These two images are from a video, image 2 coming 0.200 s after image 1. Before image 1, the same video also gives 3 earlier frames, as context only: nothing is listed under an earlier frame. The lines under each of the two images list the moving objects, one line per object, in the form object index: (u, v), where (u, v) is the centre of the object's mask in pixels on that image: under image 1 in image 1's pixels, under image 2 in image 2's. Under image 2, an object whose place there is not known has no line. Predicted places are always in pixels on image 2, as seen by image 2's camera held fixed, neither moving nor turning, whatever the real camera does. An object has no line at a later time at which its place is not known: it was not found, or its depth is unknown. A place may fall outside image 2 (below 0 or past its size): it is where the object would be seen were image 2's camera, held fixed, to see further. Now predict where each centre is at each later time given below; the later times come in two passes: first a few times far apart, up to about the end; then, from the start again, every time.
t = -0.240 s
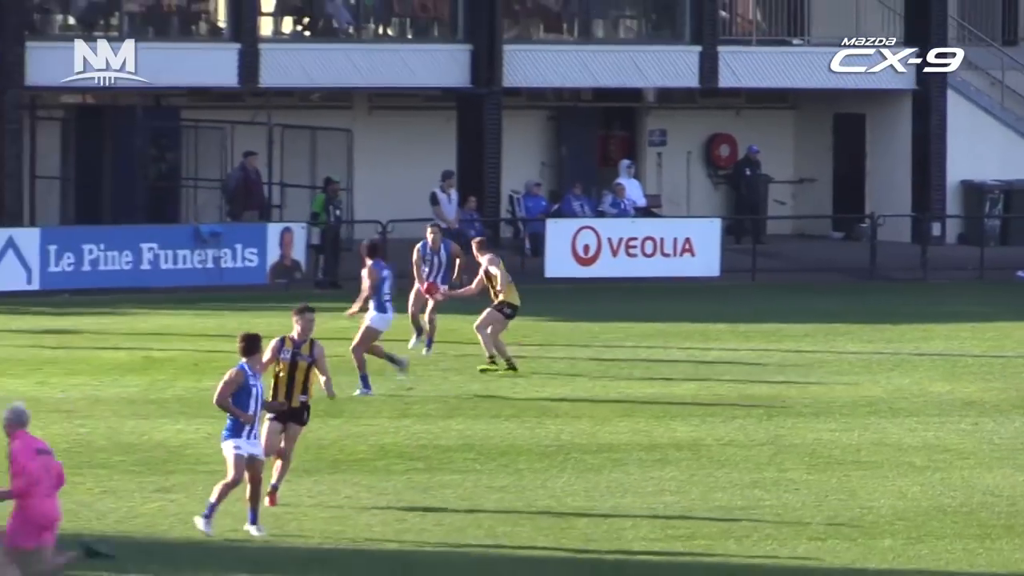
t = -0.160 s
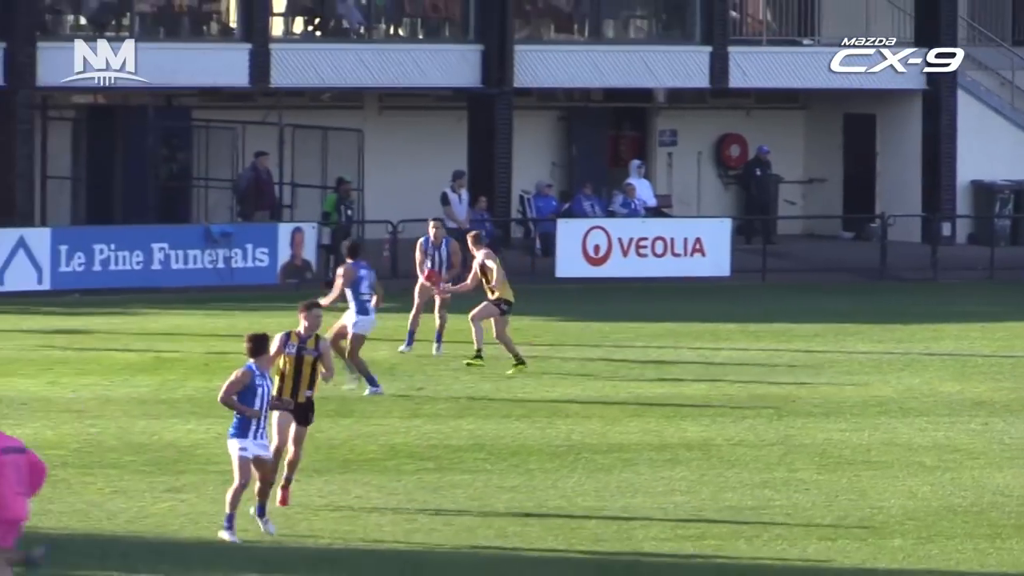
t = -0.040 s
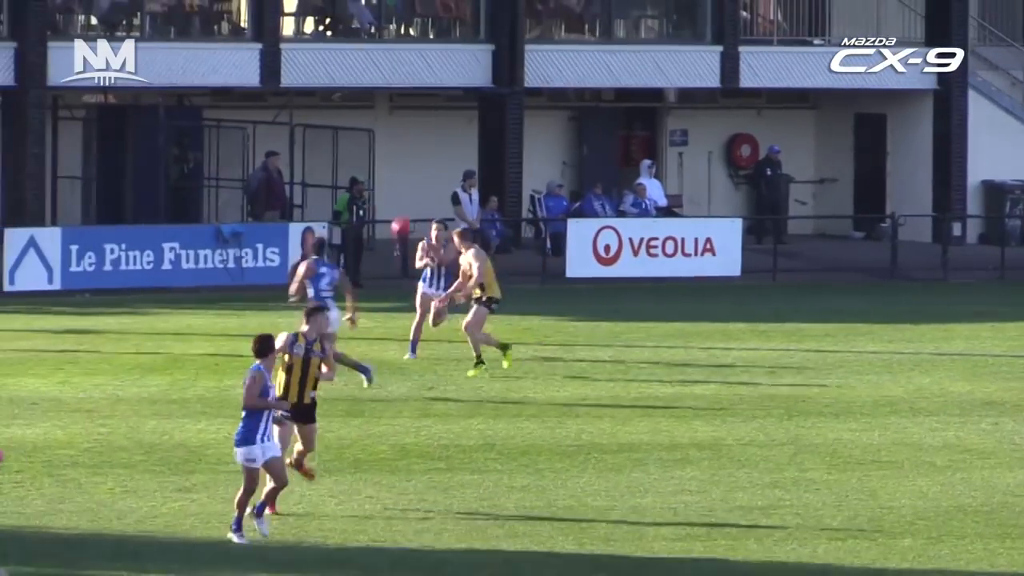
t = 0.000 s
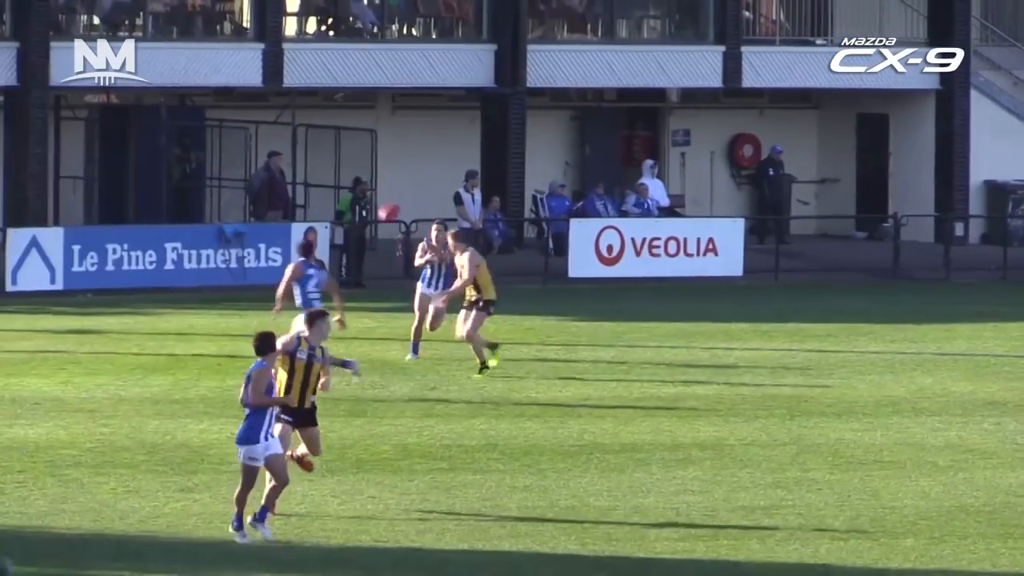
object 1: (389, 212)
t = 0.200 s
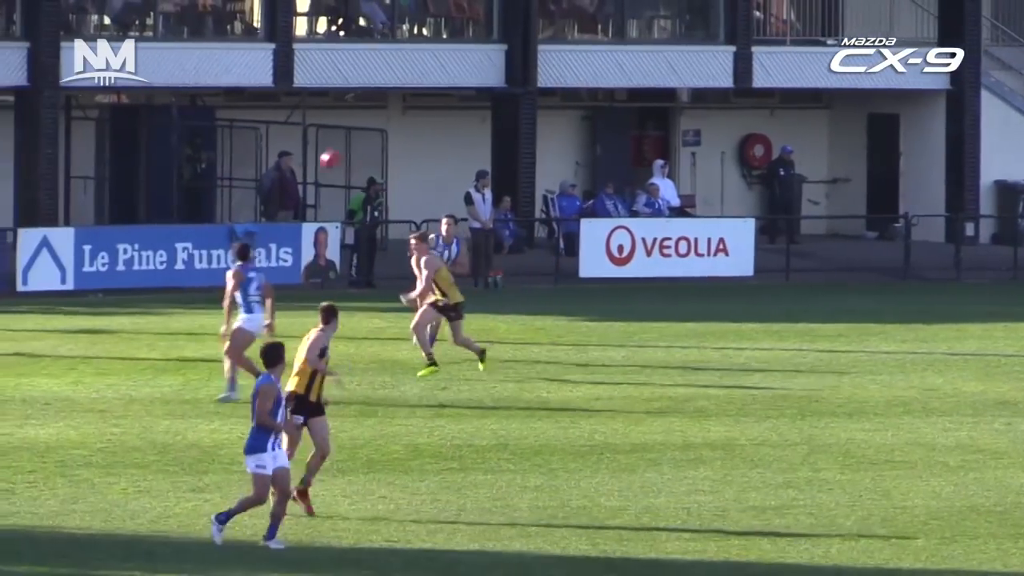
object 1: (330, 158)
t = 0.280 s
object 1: (304, 145)
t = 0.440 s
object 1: (250, 133)
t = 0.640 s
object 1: (179, 144)
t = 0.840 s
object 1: (102, 188)
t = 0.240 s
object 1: (316, 151)
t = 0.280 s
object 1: (304, 145)
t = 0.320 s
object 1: (290, 141)
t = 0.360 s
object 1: (276, 137)
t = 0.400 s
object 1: (263, 134)
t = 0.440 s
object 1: (250, 133)
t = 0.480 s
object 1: (237, 133)
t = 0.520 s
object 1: (223, 133)
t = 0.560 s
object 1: (209, 136)
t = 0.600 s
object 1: (193, 139)
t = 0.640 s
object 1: (179, 144)
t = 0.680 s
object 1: (163, 151)
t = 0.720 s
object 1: (149, 158)
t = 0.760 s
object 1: (134, 167)
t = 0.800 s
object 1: (118, 176)
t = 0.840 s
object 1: (102, 188)
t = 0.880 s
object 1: (85, 202)
